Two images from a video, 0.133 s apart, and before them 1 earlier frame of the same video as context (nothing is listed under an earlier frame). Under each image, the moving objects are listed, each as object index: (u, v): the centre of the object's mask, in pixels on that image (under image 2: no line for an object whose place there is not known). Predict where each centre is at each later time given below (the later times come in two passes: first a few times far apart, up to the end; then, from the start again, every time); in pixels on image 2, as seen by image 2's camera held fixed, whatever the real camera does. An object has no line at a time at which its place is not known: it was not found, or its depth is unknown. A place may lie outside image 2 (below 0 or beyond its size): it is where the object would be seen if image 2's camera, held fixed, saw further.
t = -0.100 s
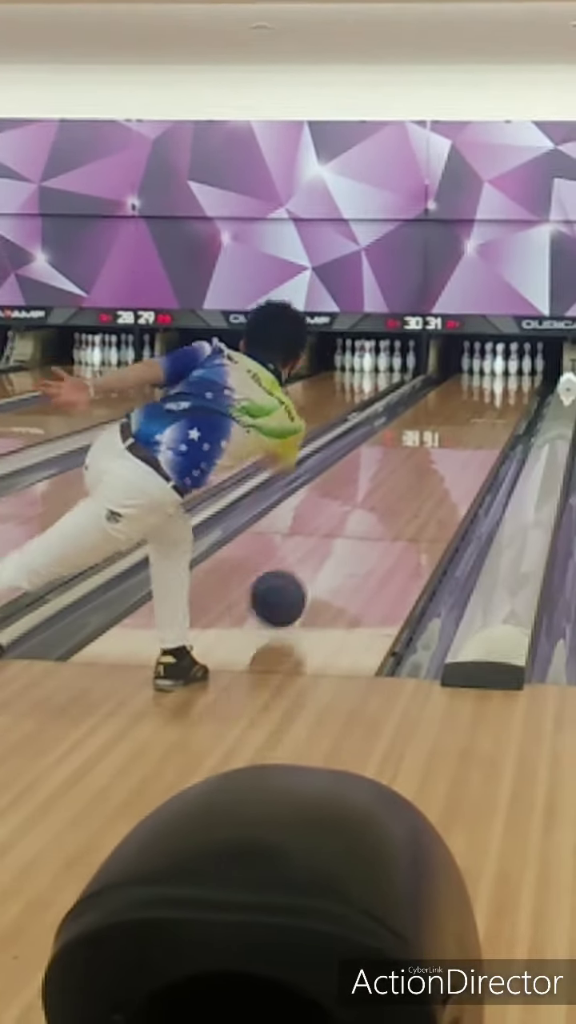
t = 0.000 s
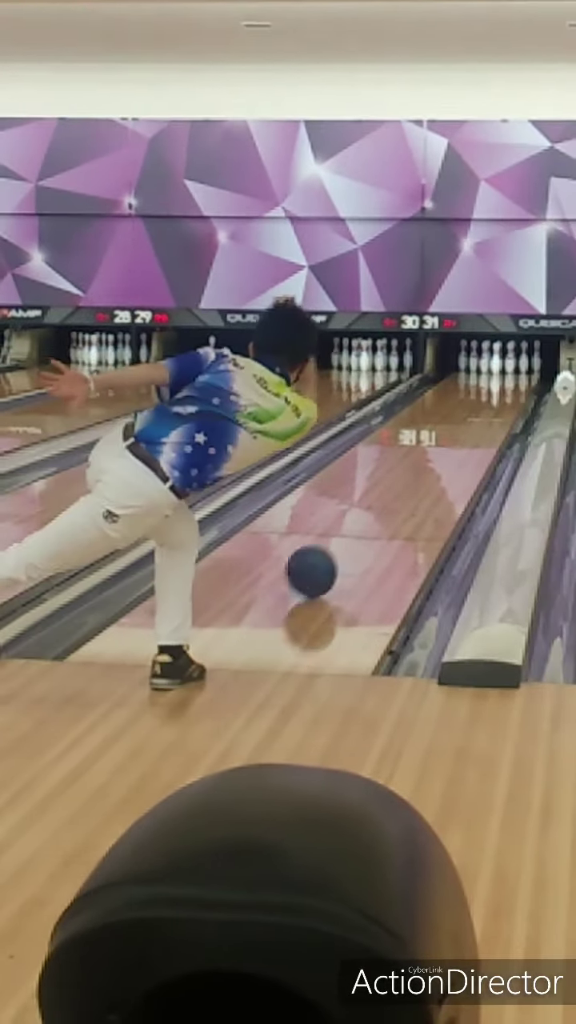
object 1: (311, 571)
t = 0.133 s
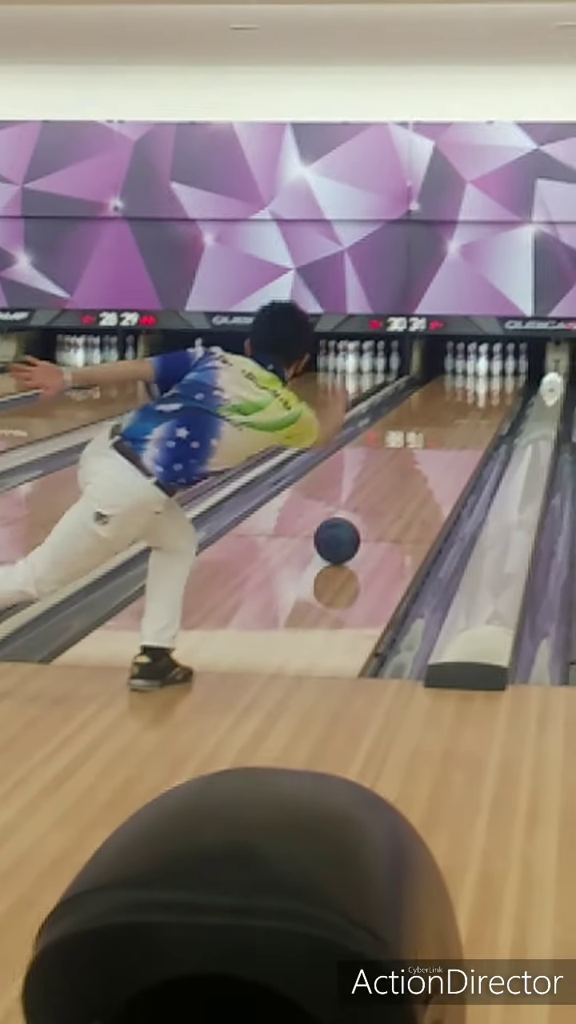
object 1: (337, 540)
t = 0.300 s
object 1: (374, 507)
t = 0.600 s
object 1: (421, 463)
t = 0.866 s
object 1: (450, 436)
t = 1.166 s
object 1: (473, 414)
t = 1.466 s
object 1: (487, 395)
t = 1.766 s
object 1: (495, 381)
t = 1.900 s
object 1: (494, 375)
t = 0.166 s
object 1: (345, 533)
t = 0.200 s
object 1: (353, 526)
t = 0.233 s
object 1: (360, 520)
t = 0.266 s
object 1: (367, 513)
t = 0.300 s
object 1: (374, 507)
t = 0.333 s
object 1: (380, 501)
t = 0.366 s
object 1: (386, 496)
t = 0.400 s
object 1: (392, 490)
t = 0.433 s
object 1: (397, 485)
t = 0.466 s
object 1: (403, 481)
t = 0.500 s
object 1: (407, 476)
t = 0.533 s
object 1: (412, 472)
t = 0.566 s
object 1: (417, 468)
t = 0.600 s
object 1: (421, 463)
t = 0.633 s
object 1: (425, 459)
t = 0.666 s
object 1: (430, 455)
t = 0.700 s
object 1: (433, 452)
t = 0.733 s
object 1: (437, 449)
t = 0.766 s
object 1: (441, 445)
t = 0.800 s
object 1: (444, 442)
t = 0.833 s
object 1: (447, 439)
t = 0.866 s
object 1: (450, 436)
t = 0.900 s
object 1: (453, 433)
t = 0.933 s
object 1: (456, 430)
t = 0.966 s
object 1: (459, 428)
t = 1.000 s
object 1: (461, 426)
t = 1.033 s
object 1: (464, 424)
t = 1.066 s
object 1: (466, 421)
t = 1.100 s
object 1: (468, 418)
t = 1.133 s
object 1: (471, 415)
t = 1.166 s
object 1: (473, 414)
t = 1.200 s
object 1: (475, 412)
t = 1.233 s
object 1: (477, 409)
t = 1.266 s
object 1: (479, 407)
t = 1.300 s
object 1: (480, 405)
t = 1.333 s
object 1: (482, 403)
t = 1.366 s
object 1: (483, 401)
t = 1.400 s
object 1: (484, 399)
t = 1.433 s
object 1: (486, 397)
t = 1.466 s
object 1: (487, 395)
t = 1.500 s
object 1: (490, 393)
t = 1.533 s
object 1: (491, 391)
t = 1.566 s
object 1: (492, 390)
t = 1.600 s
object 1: (493, 388)
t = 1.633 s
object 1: (493, 386)
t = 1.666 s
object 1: (494, 385)
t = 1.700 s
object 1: (494, 384)
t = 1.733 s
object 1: (495, 383)
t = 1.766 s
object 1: (495, 381)
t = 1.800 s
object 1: (495, 379)
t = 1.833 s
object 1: (494, 377)
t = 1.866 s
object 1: (494, 376)
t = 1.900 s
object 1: (494, 375)
